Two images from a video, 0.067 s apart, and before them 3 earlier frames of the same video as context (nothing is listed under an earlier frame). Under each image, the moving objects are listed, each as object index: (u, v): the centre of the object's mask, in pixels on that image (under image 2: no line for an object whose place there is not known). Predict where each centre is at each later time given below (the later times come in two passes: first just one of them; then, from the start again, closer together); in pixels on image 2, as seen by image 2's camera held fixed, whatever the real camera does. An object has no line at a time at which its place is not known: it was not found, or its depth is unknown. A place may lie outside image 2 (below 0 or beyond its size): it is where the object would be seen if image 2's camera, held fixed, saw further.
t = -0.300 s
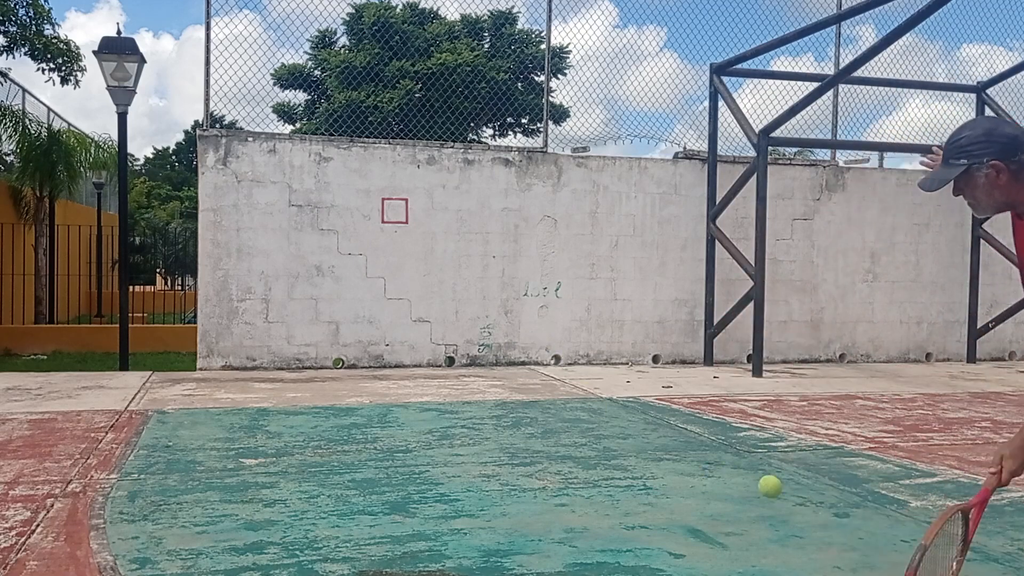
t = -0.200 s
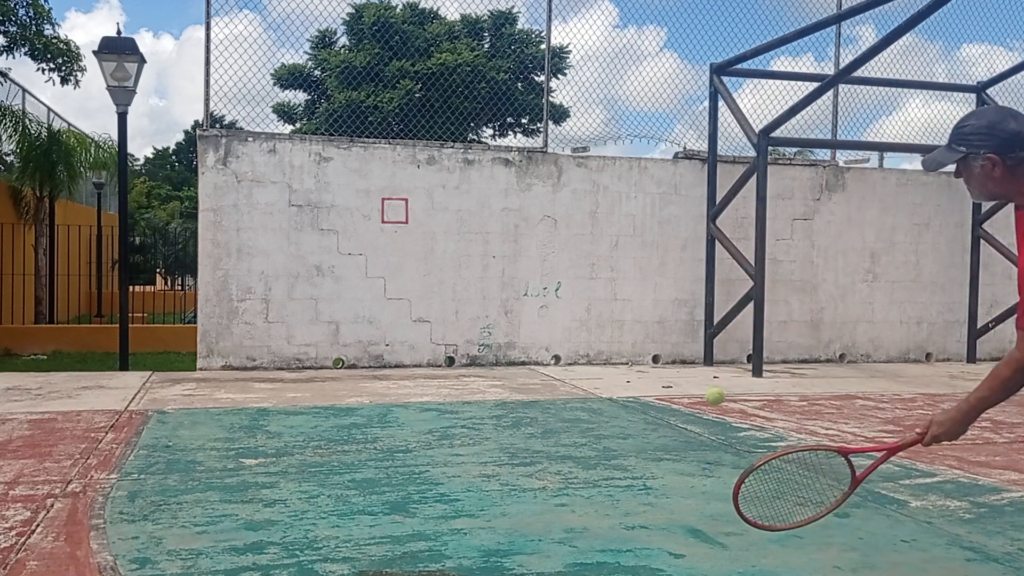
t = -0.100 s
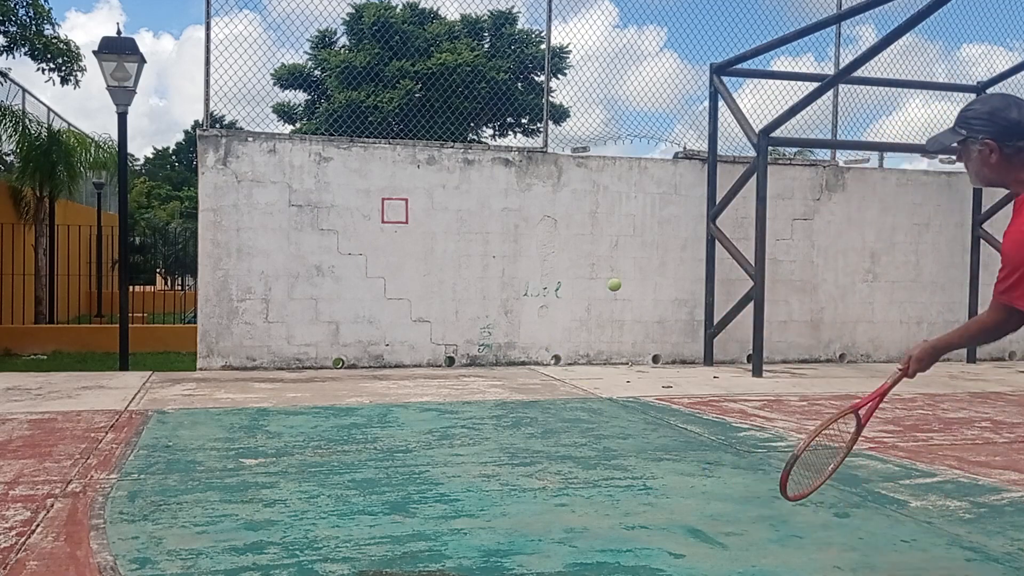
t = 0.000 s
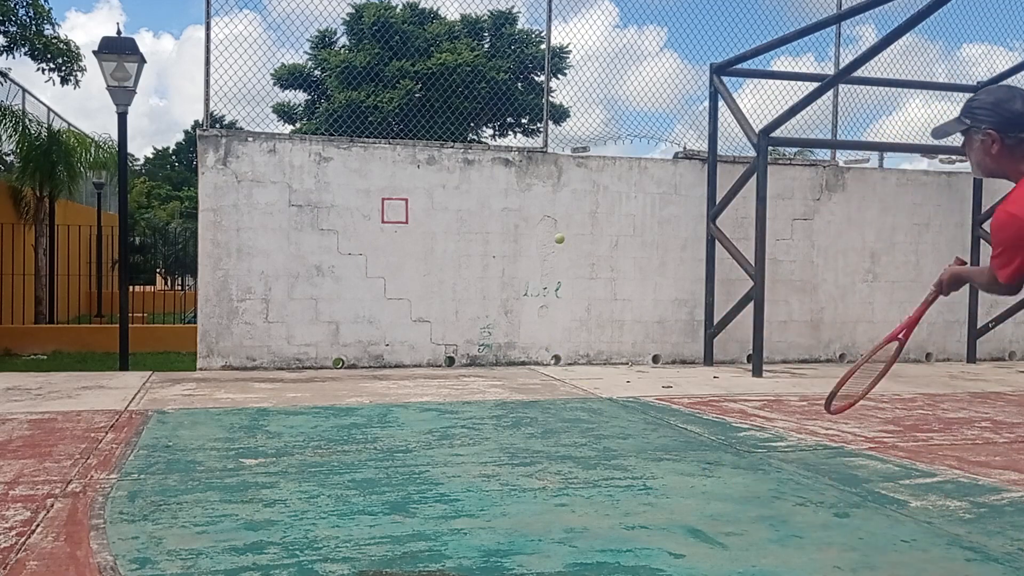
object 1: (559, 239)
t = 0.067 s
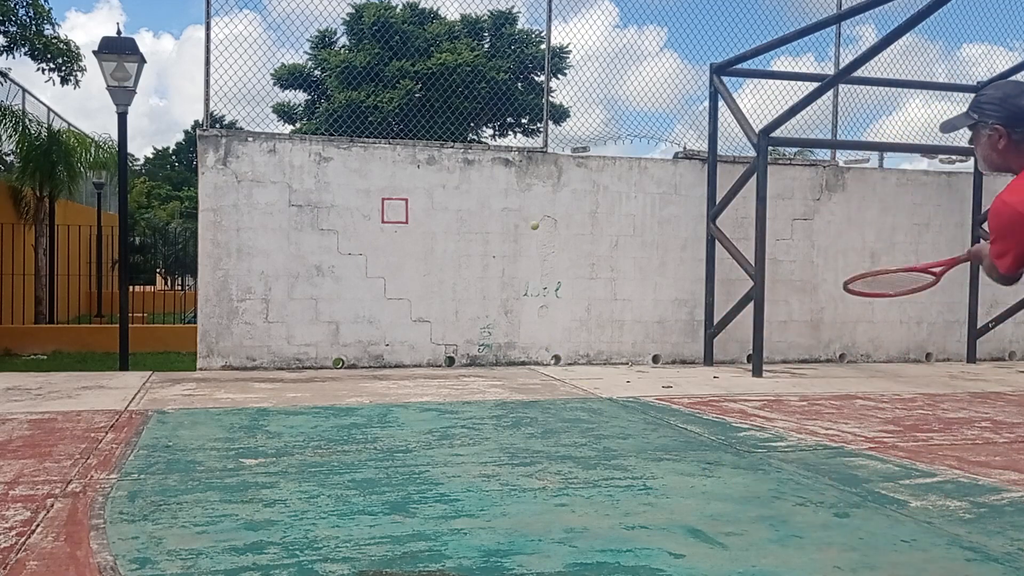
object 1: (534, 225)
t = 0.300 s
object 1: (522, 229)
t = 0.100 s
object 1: (524, 222)
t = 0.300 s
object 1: (522, 229)
